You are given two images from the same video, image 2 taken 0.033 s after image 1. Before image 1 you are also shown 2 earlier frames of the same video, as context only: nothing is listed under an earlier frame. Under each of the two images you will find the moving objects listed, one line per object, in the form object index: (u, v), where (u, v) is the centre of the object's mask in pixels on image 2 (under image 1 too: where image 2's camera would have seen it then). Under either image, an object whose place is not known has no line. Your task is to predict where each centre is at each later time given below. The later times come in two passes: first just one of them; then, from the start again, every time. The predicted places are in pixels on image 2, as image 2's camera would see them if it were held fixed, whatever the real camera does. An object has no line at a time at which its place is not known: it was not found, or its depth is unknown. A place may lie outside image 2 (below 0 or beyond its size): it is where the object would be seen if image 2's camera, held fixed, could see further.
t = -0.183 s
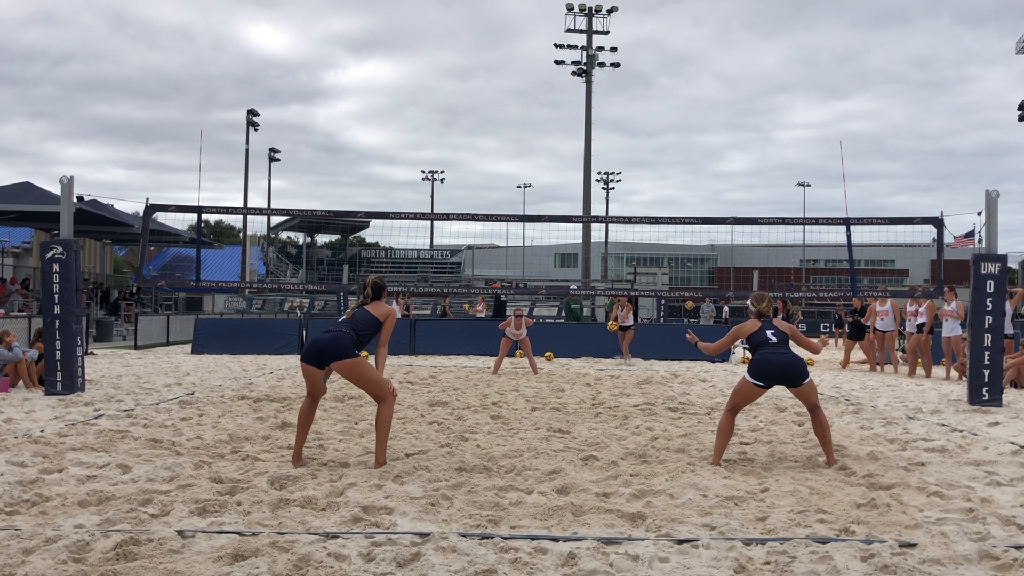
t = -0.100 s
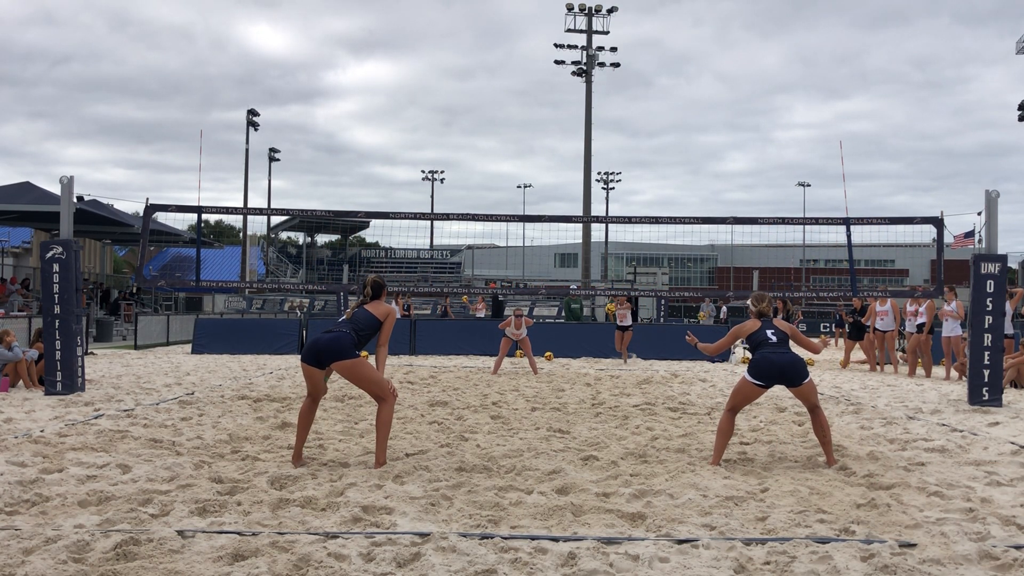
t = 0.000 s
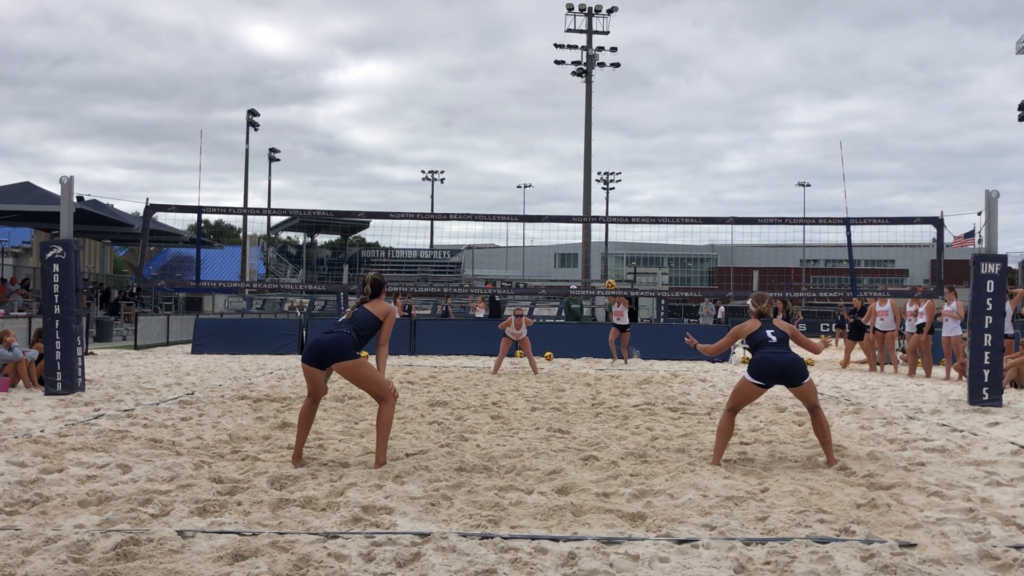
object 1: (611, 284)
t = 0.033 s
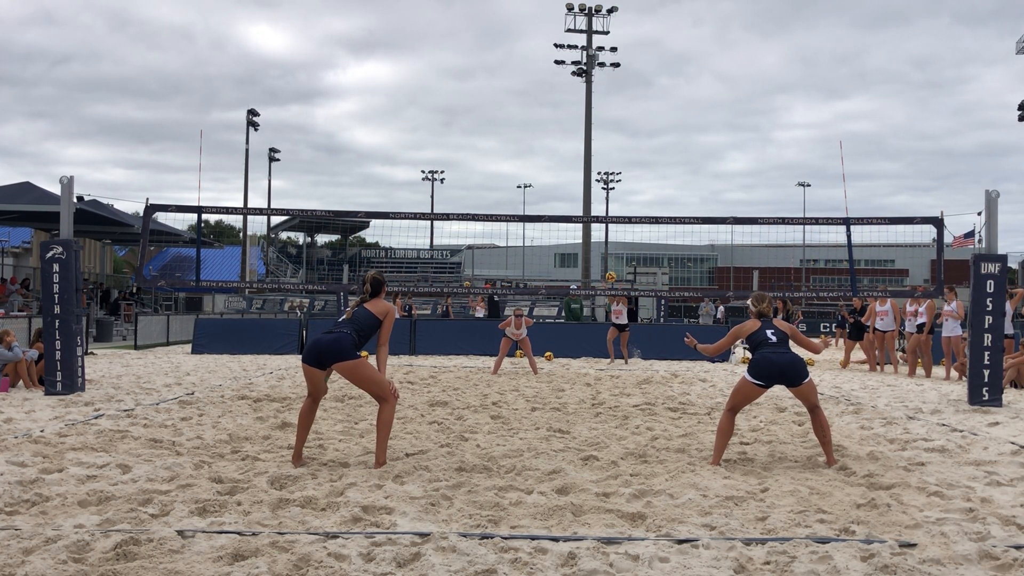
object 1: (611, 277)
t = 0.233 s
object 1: (612, 243)
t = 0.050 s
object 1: (611, 273)
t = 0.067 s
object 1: (611, 270)
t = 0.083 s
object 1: (611, 266)
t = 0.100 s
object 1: (611, 263)
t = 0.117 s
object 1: (611, 260)
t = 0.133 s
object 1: (611, 257)
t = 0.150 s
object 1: (611, 255)
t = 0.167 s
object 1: (612, 252)
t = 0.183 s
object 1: (612, 249)
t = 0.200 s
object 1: (612, 247)
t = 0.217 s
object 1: (612, 245)
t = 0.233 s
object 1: (612, 243)
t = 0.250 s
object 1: (612, 241)
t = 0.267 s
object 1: (612, 239)
